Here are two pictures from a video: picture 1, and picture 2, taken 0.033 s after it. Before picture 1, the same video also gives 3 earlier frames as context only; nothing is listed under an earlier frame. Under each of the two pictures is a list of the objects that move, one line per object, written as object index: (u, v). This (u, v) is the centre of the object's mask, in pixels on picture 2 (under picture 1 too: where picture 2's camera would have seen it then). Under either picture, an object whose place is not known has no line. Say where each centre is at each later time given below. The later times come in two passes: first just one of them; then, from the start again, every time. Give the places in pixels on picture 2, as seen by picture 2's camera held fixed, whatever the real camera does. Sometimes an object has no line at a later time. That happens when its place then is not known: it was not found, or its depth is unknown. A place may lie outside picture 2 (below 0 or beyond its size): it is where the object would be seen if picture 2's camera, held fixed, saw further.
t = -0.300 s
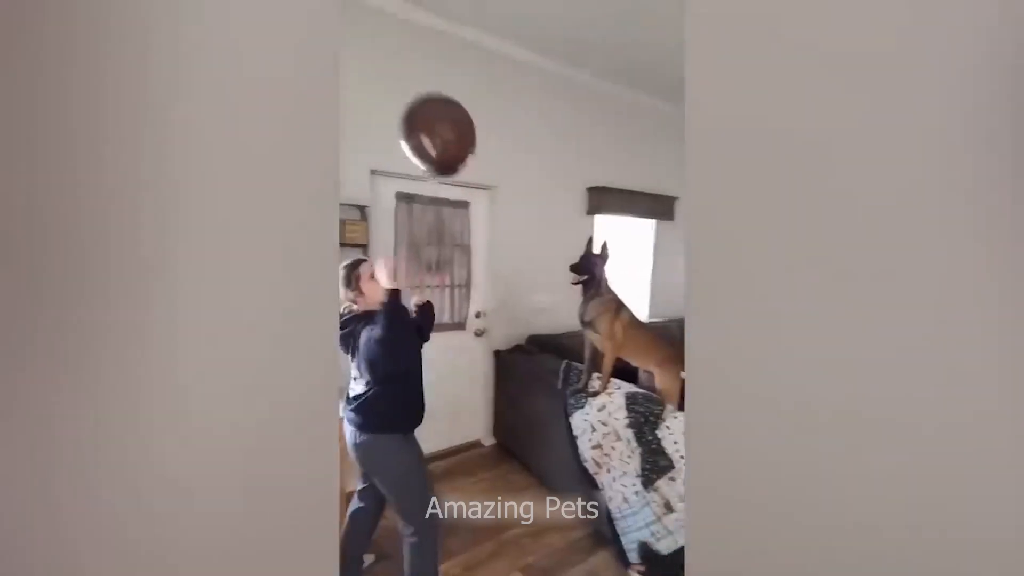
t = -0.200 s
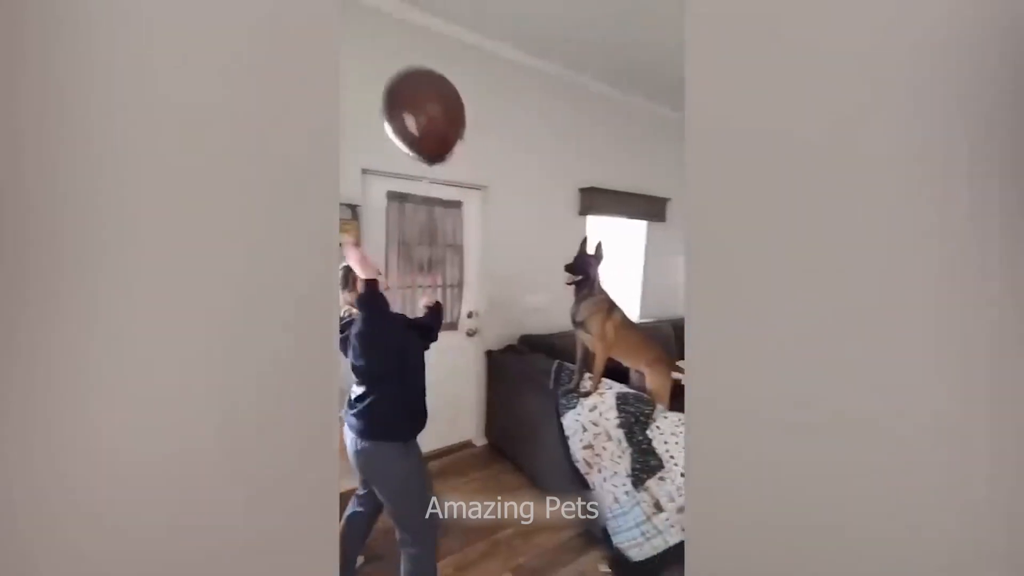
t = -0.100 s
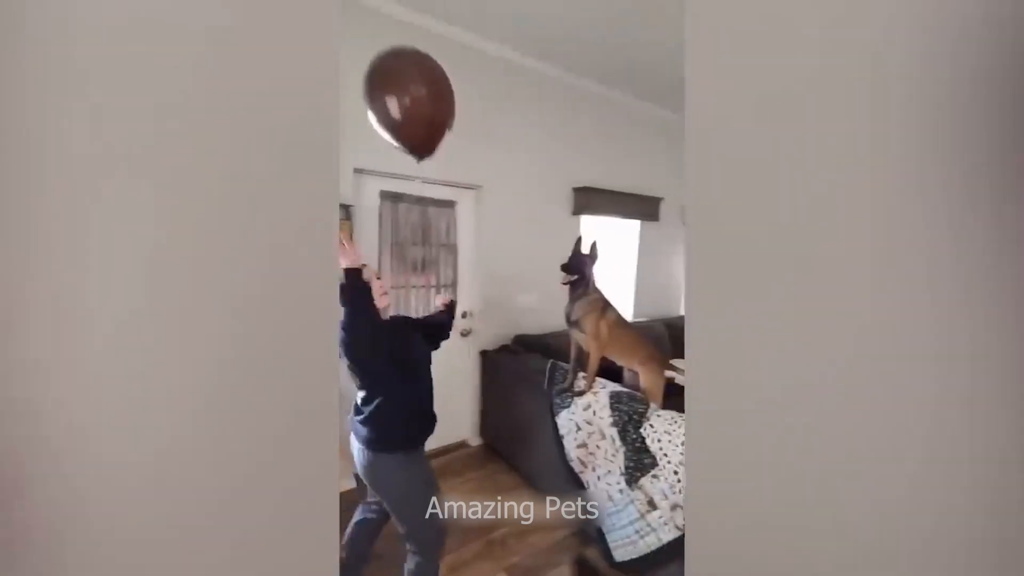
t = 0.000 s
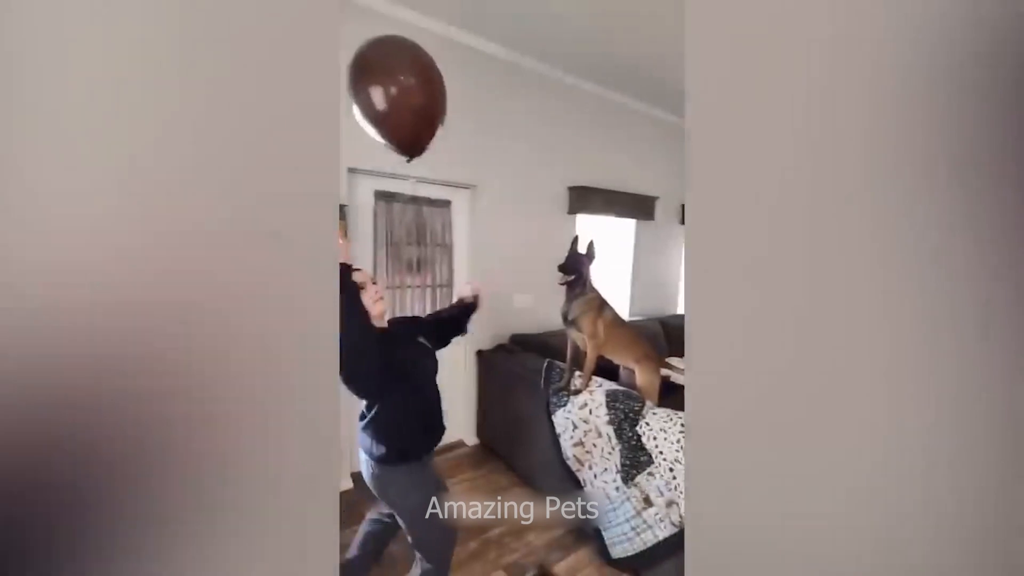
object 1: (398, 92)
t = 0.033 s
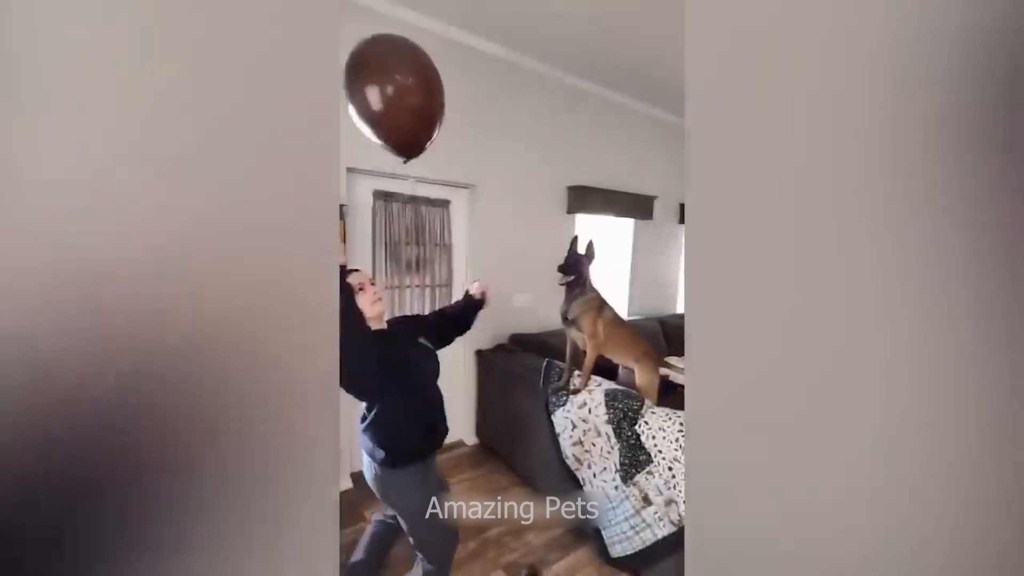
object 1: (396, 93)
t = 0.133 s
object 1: (392, 101)
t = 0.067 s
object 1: (394, 94)
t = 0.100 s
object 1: (393, 97)
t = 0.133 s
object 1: (392, 101)
